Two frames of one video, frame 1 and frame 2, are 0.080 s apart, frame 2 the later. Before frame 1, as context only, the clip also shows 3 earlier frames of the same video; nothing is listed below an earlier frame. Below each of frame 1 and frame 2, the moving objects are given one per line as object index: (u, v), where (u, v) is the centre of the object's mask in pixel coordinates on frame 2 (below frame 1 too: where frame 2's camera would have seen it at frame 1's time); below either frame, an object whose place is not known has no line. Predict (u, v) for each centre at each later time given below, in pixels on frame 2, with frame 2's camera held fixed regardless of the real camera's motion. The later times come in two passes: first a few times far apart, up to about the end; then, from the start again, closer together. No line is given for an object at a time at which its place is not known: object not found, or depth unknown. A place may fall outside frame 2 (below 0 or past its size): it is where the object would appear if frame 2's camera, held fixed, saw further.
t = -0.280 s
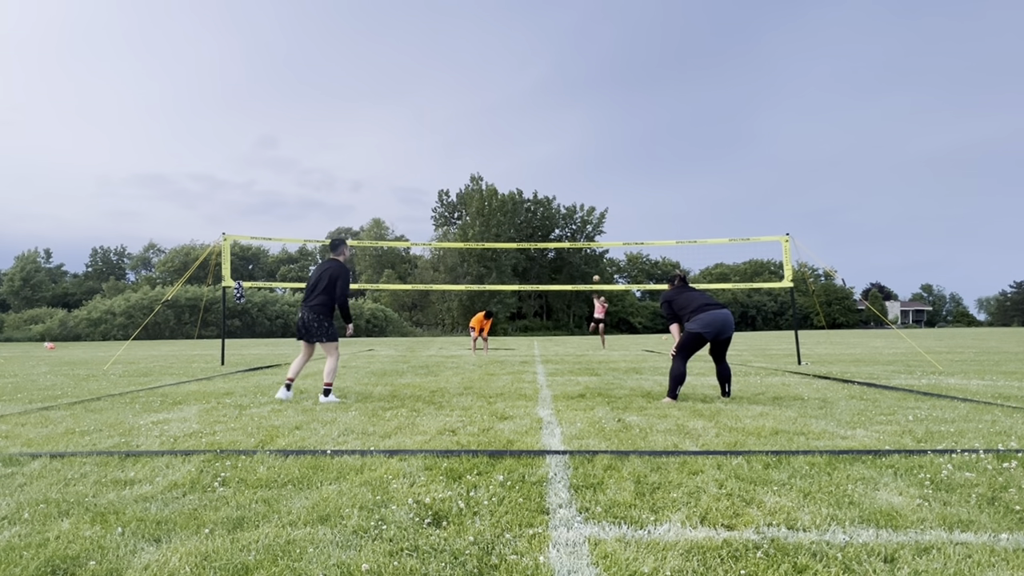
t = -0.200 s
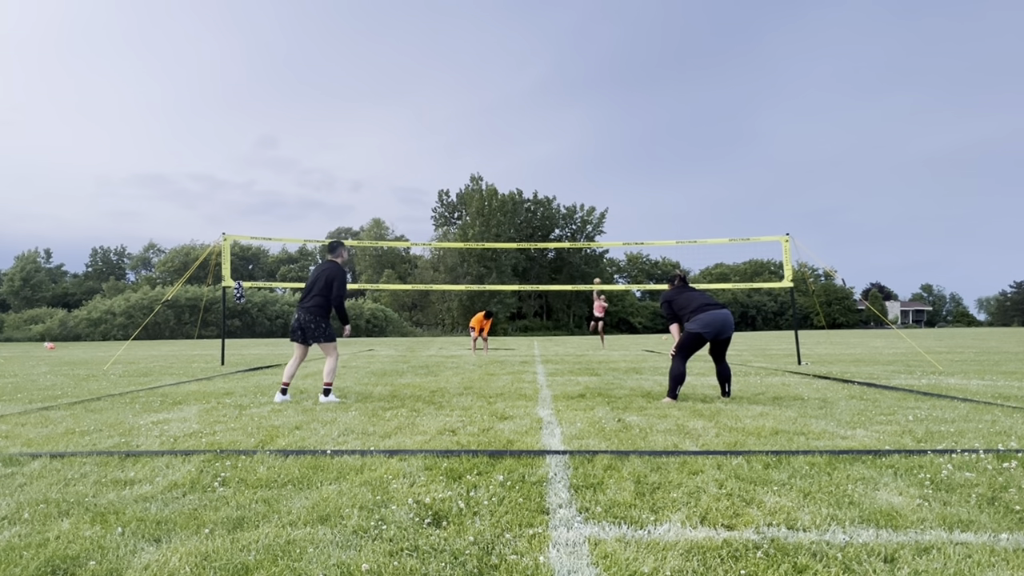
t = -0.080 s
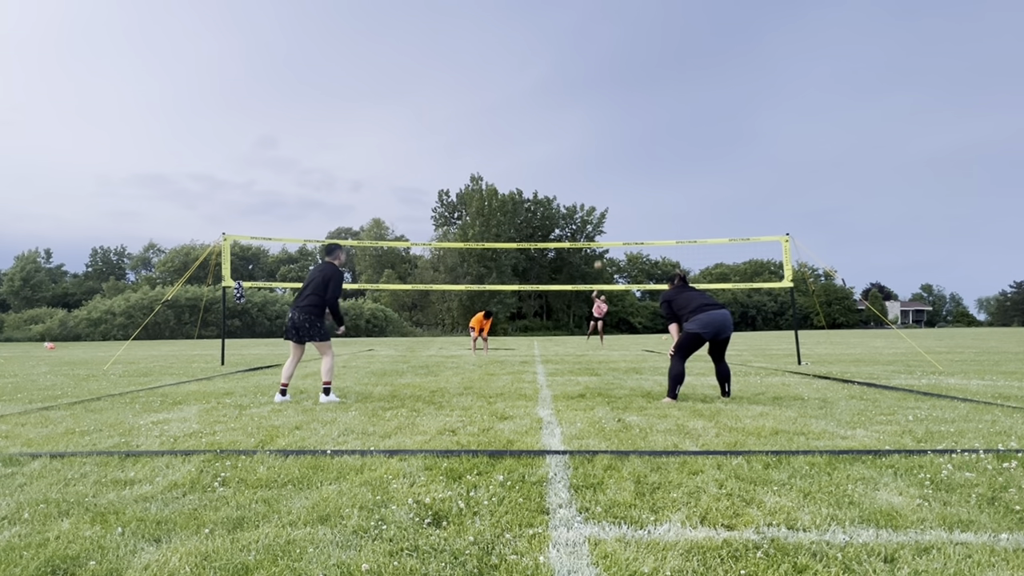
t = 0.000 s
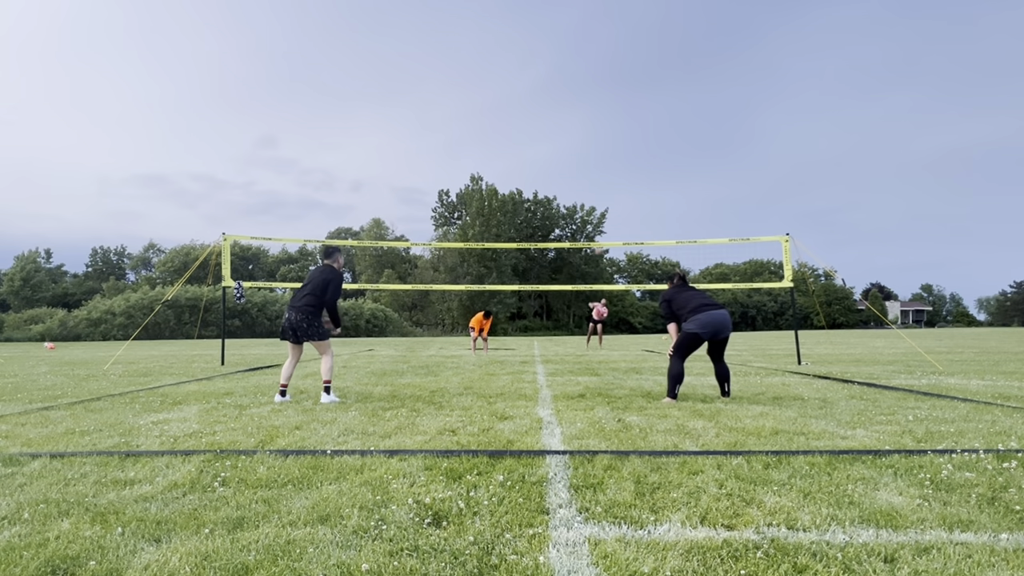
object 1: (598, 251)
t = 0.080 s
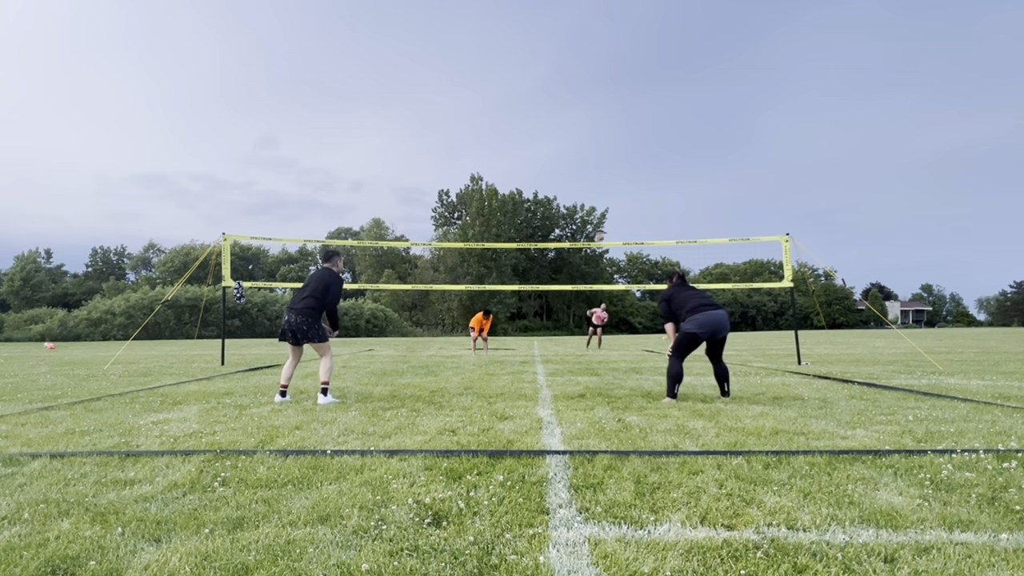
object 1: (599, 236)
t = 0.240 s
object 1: (603, 212)
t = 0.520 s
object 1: (602, 177)
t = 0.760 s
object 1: (601, 169)
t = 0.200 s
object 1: (602, 218)
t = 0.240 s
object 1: (603, 212)
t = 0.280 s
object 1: (603, 206)
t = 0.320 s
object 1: (603, 201)
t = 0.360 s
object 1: (603, 195)
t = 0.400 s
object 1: (602, 190)
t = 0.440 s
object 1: (602, 186)
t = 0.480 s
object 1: (602, 181)
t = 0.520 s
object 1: (602, 177)
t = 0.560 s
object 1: (602, 174)
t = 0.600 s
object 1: (601, 171)
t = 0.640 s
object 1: (601, 170)
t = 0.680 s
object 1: (601, 168)
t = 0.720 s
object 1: (601, 168)
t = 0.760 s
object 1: (601, 169)
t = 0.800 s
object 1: (601, 171)
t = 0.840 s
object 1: (601, 176)
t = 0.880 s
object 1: (601, 182)
